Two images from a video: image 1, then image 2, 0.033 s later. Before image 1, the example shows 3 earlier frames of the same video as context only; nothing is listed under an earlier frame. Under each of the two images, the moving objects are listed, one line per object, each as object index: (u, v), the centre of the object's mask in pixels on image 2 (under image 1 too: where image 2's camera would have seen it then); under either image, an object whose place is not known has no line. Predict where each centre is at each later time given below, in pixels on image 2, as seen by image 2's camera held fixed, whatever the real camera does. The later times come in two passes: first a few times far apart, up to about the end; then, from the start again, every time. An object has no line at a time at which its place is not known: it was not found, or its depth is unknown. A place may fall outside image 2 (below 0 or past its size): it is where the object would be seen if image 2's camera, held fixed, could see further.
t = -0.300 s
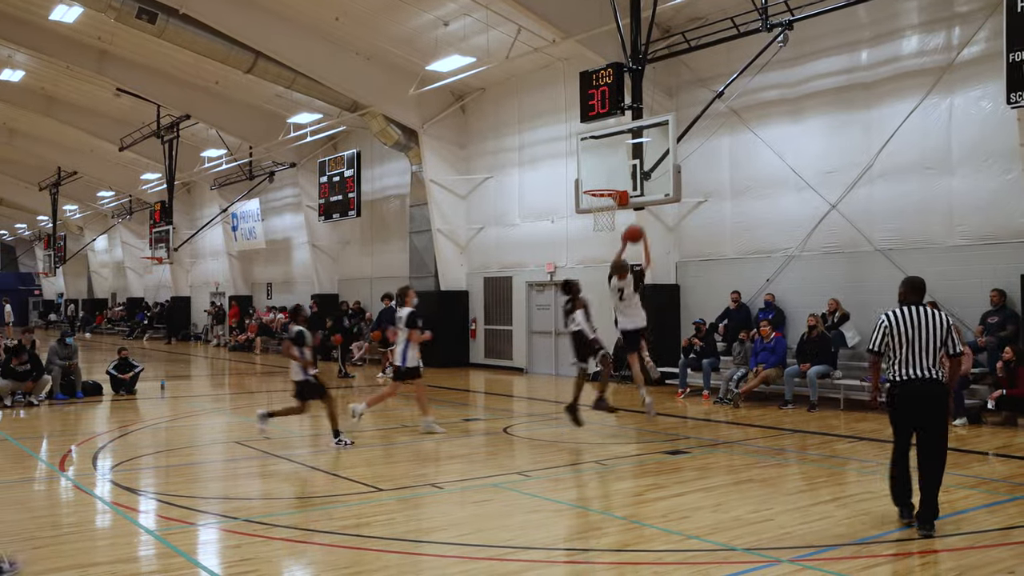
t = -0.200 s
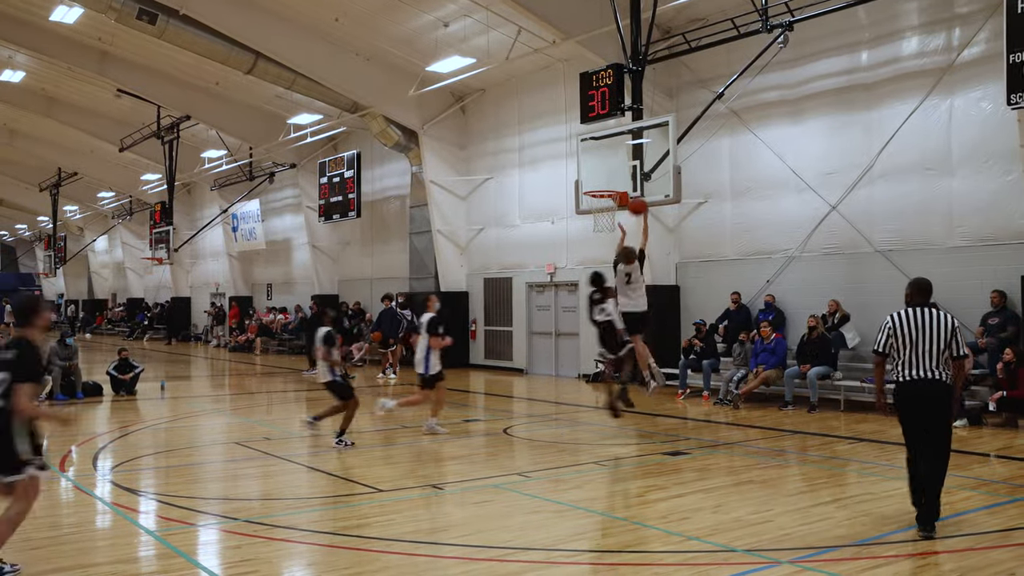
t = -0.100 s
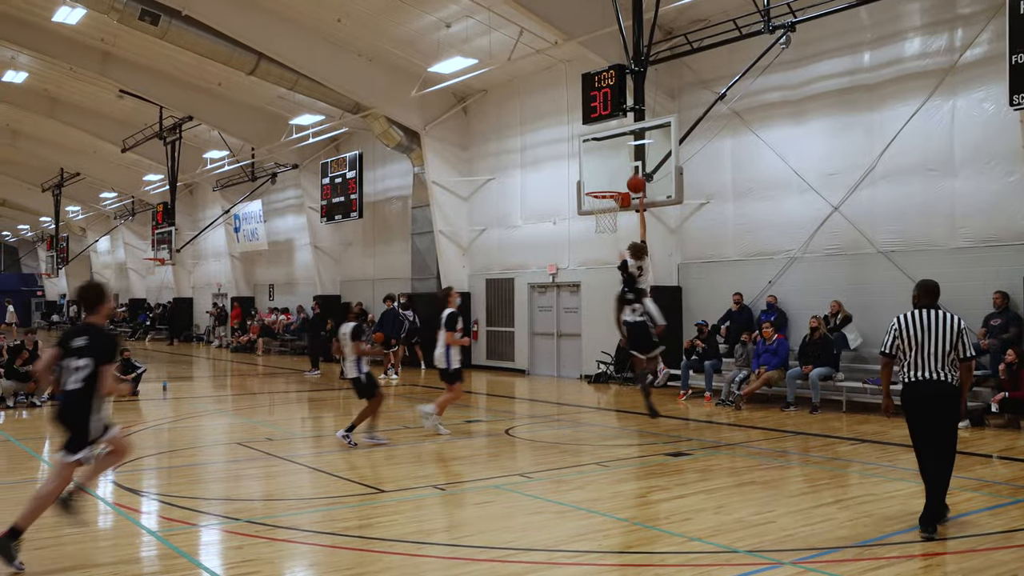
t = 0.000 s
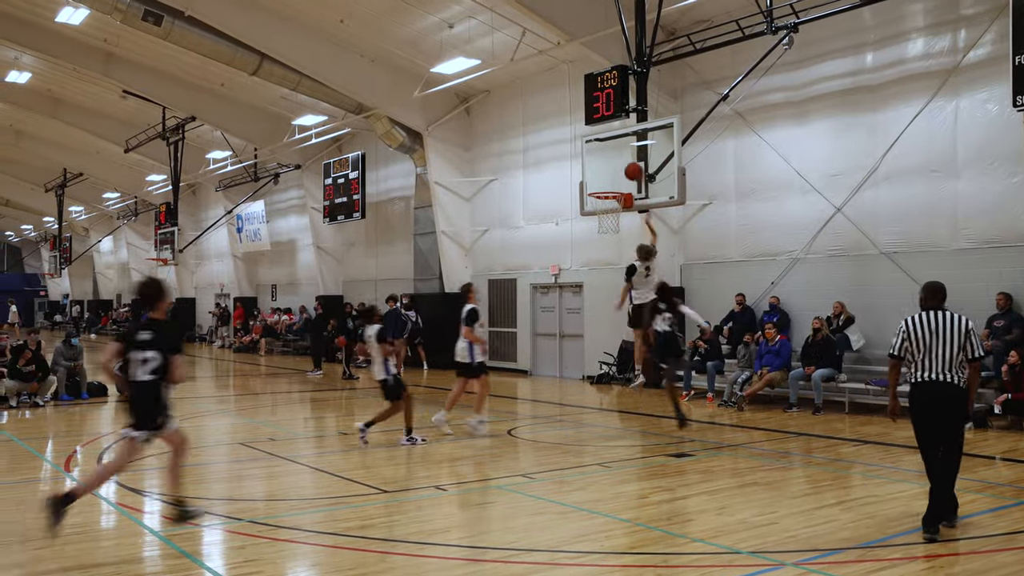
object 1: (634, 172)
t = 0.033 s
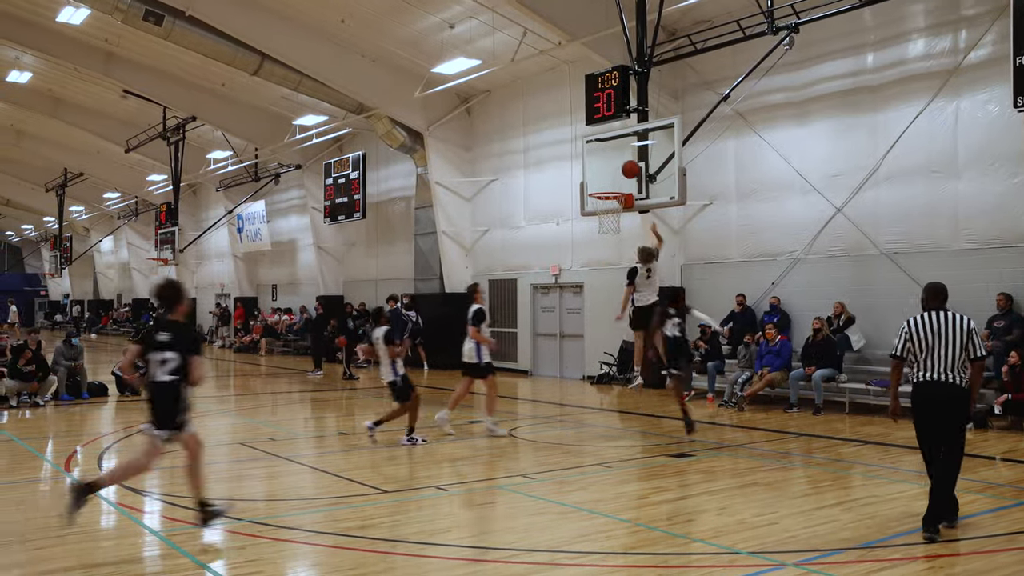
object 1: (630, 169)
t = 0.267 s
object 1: (605, 176)
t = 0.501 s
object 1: (614, 195)
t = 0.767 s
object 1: (591, 214)
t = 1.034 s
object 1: (595, 244)
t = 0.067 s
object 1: (627, 168)
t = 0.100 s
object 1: (623, 167)
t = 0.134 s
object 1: (619, 167)
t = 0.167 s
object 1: (616, 168)
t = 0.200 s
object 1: (612, 170)
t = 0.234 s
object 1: (609, 173)
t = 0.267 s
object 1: (605, 176)
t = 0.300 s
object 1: (601, 181)
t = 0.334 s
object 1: (598, 185)
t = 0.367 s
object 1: (597, 188)
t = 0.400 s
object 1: (602, 189)
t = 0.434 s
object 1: (607, 190)
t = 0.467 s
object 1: (613, 192)
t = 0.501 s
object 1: (614, 195)
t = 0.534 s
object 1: (611, 197)
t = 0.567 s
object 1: (606, 201)
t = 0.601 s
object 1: (603, 205)
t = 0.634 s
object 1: (599, 208)
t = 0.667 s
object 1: (596, 211)
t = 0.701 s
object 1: (594, 213)
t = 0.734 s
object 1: (592, 213)
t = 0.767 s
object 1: (591, 214)
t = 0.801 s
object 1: (591, 215)
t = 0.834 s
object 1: (591, 217)
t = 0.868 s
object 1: (592, 219)
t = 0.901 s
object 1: (592, 223)
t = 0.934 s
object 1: (593, 227)
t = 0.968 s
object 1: (594, 232)
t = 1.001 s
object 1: (594, 238)
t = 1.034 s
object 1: (595, 244)
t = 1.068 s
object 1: (595, 252)
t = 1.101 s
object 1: (595, 260)
